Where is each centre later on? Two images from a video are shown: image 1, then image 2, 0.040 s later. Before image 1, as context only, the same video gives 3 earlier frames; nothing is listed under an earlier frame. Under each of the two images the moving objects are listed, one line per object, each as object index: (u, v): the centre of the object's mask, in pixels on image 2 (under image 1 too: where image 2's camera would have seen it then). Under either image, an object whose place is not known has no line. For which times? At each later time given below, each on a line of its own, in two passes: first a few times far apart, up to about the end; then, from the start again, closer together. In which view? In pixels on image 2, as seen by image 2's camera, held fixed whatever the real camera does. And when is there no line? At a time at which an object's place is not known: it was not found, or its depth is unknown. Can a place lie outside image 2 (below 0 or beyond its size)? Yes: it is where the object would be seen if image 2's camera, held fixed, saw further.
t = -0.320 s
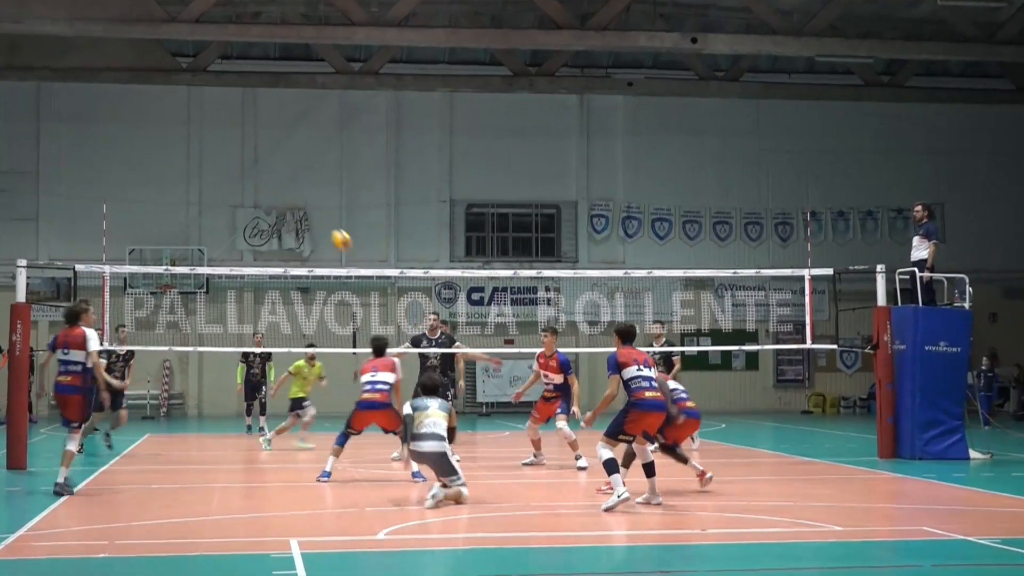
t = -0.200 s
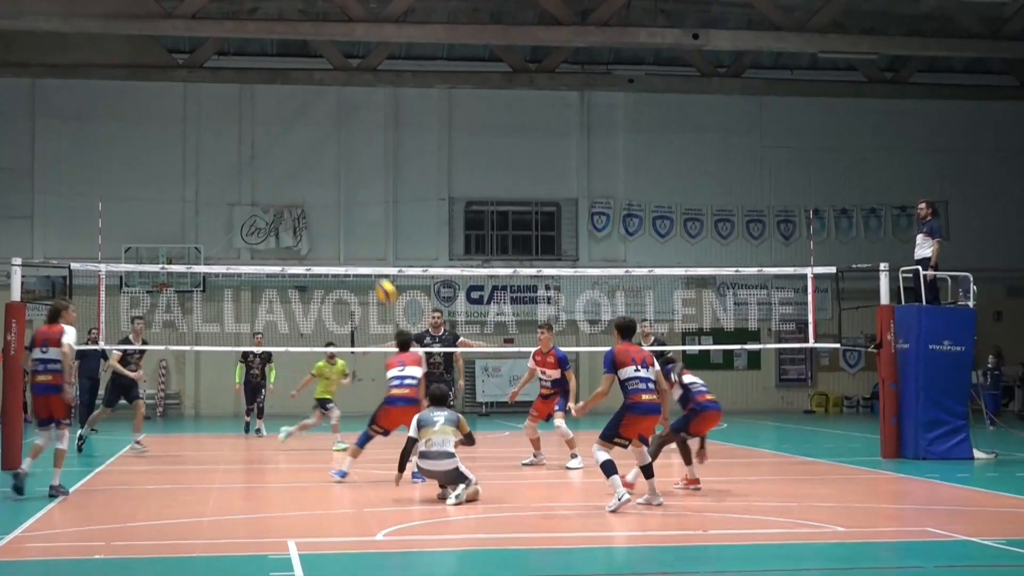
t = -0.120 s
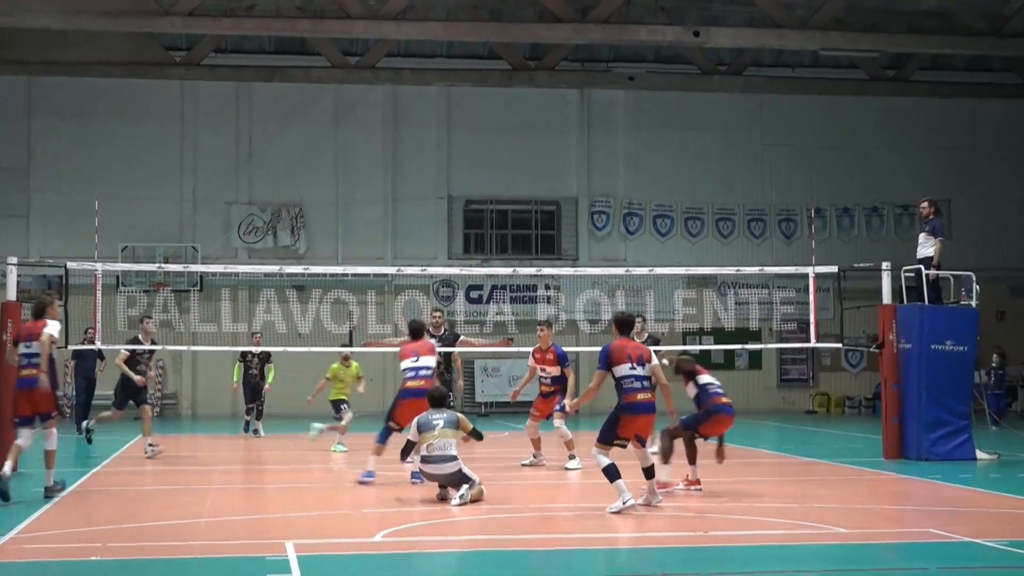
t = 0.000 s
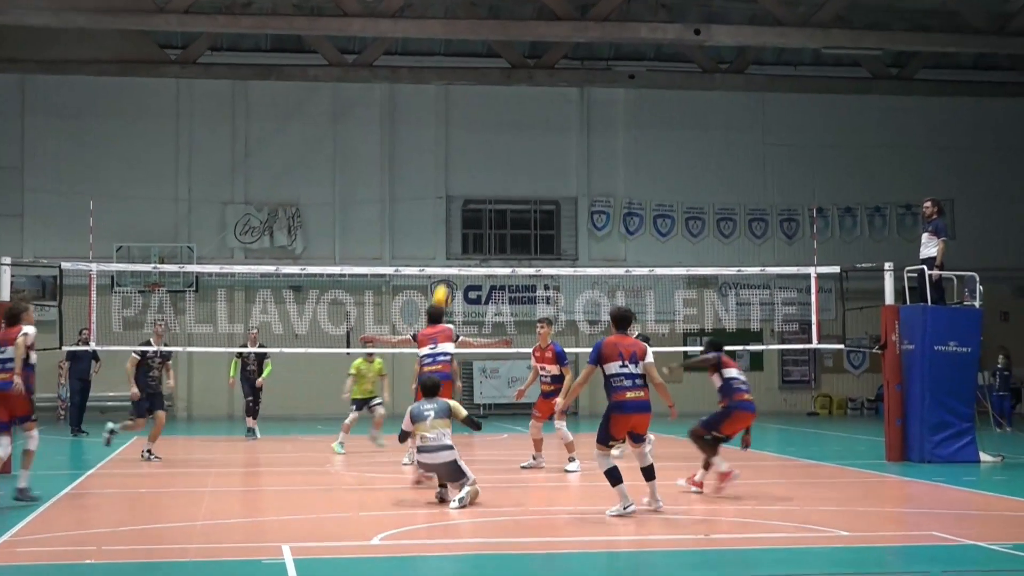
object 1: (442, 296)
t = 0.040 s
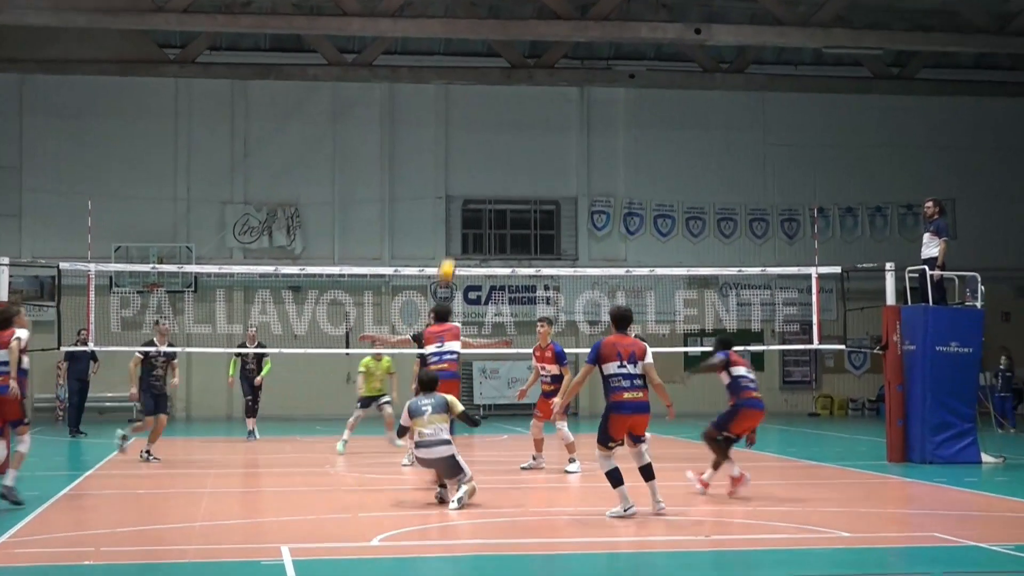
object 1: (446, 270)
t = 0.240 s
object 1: (475, 158)
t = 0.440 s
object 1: (503, 85)
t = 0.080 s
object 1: (452, 244)
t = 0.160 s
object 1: (464, 199)
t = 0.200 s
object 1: (469, 178)
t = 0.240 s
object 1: (475, 158)
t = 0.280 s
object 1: (481, 140)
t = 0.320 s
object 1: (486, 125)
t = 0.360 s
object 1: (492, 110)
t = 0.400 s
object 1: (497, 96)
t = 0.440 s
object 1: (503, 85)
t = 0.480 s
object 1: (509, 74)
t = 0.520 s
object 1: (514, 65)
